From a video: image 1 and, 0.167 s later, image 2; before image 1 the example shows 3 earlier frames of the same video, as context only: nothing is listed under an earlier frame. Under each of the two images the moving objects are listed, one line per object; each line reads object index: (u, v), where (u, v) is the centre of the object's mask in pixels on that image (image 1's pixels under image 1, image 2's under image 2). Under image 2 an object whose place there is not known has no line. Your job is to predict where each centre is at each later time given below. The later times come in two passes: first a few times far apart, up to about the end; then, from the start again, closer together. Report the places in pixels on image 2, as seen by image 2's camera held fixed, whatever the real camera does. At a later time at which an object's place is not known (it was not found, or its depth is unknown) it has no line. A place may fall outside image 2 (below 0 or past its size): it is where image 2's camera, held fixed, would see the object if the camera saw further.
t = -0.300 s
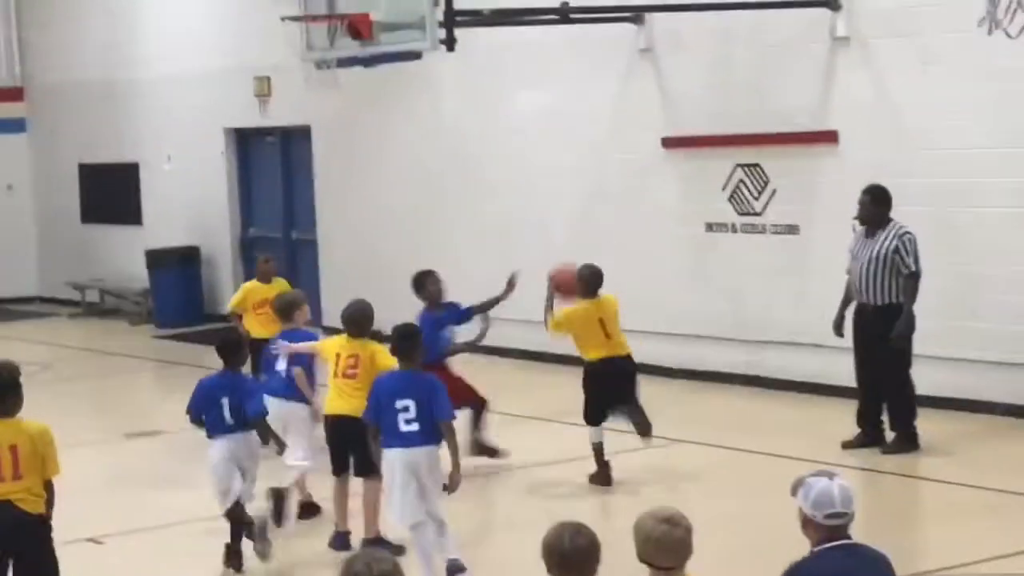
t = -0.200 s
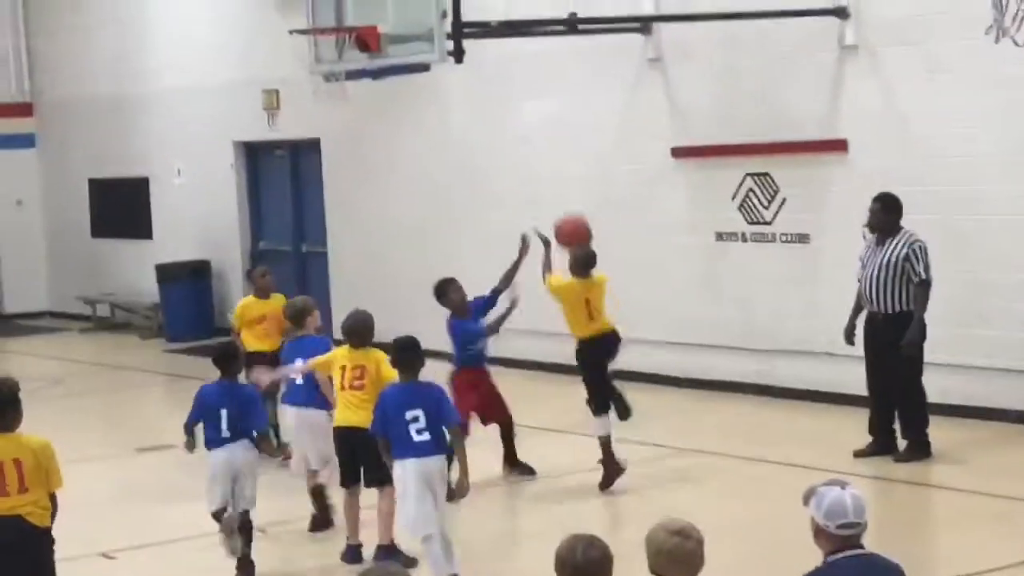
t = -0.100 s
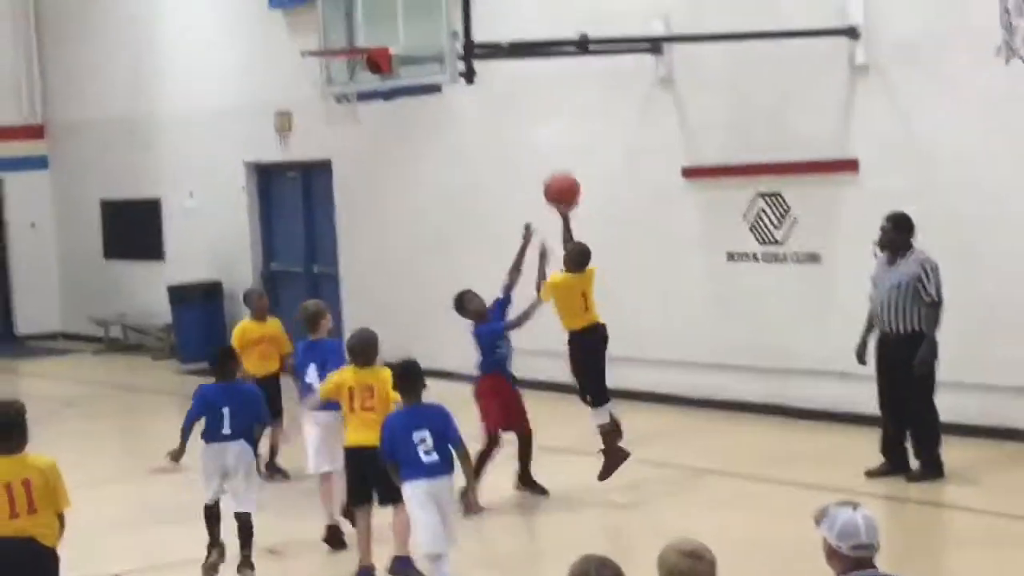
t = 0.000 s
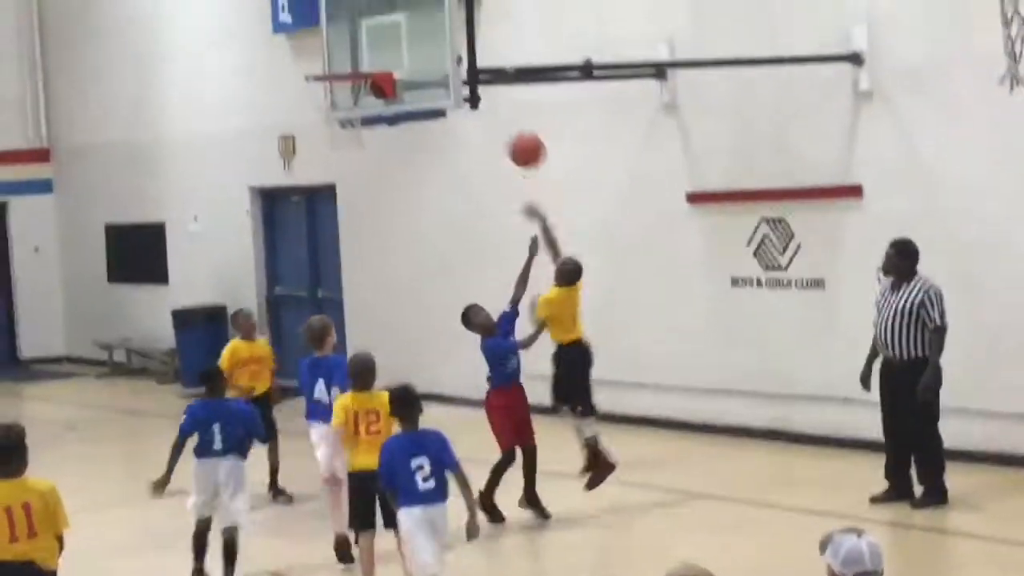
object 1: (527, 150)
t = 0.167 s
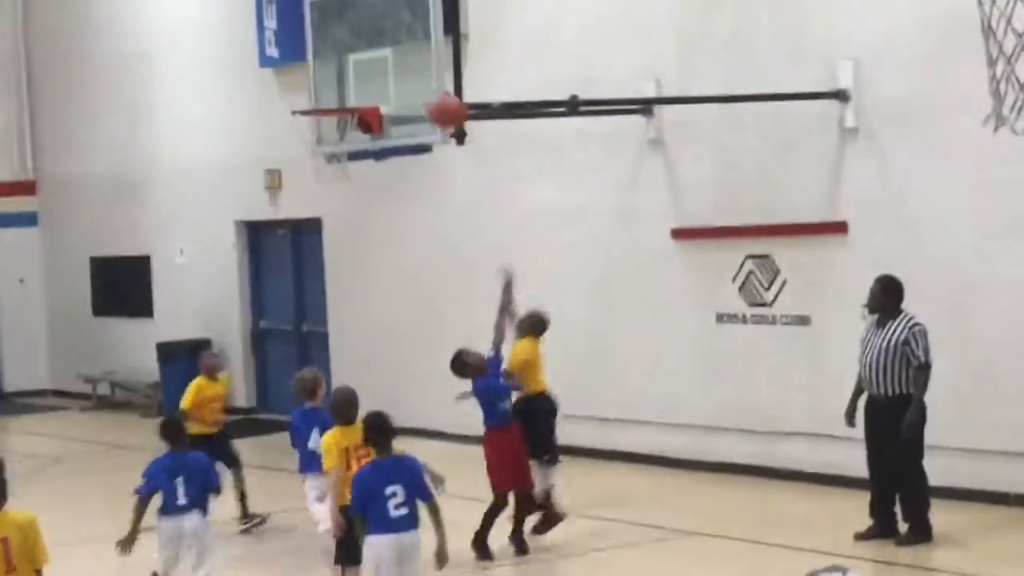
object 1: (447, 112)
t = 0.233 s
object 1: (426, 94)
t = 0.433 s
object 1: (357, 82)
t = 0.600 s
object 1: (313, 107)
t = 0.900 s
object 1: (353, 149)
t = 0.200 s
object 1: (435, 101)
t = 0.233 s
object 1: (426, 94)
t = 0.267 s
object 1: (413, 89)
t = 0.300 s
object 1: (400, 84)
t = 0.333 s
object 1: (390, 81)
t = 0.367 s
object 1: (379, 81)
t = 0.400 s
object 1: (368, 81)
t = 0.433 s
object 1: (357, 82)
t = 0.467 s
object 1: (347, 86)
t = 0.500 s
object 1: (337, 93)
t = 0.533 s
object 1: (329, 96)
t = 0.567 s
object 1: (322, 101)
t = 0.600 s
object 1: (313, 107)
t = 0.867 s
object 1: (352, 138)
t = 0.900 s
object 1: (353, 149)
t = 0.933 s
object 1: (351, 156)
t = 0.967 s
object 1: (350, 163)
